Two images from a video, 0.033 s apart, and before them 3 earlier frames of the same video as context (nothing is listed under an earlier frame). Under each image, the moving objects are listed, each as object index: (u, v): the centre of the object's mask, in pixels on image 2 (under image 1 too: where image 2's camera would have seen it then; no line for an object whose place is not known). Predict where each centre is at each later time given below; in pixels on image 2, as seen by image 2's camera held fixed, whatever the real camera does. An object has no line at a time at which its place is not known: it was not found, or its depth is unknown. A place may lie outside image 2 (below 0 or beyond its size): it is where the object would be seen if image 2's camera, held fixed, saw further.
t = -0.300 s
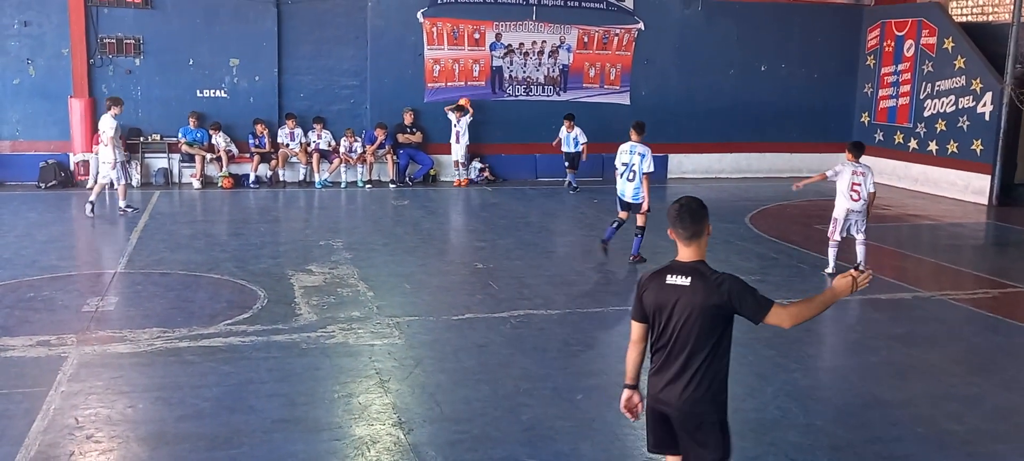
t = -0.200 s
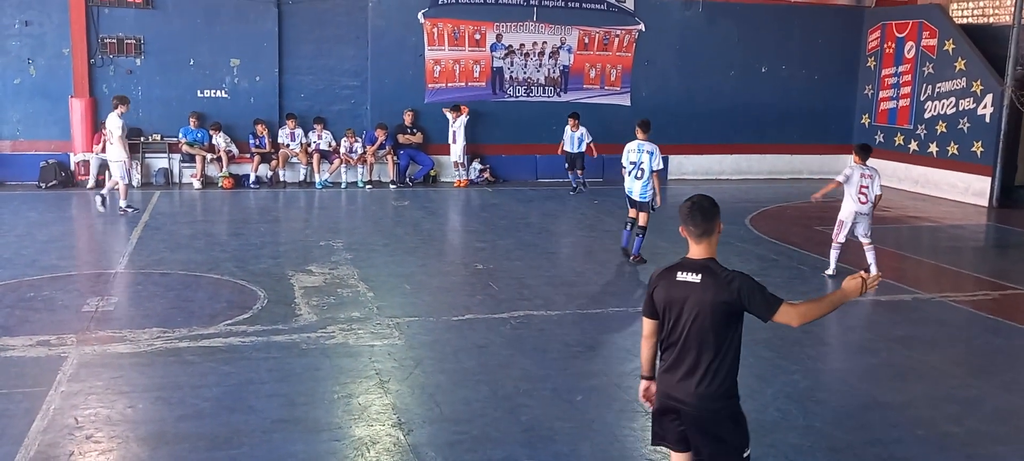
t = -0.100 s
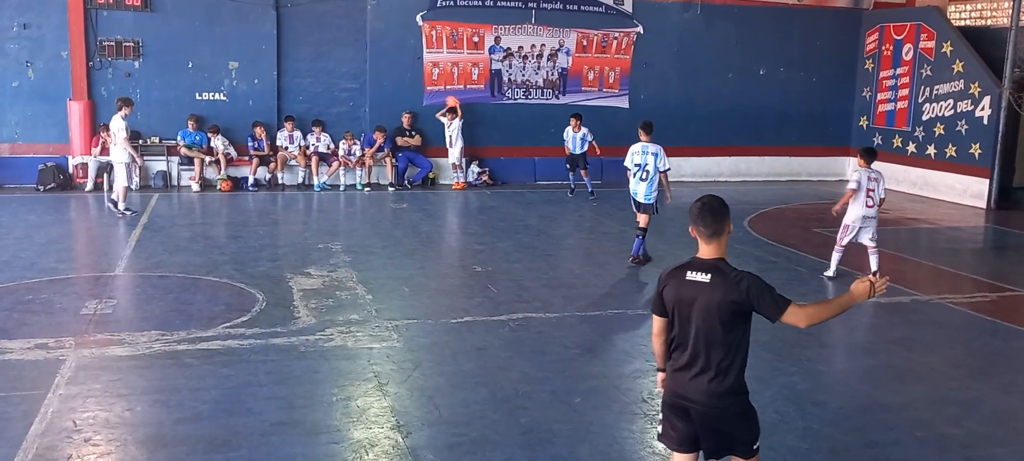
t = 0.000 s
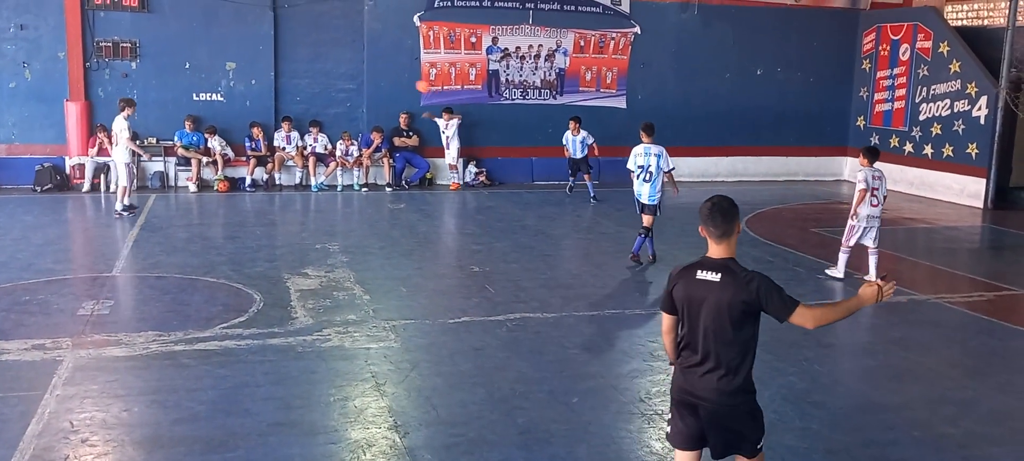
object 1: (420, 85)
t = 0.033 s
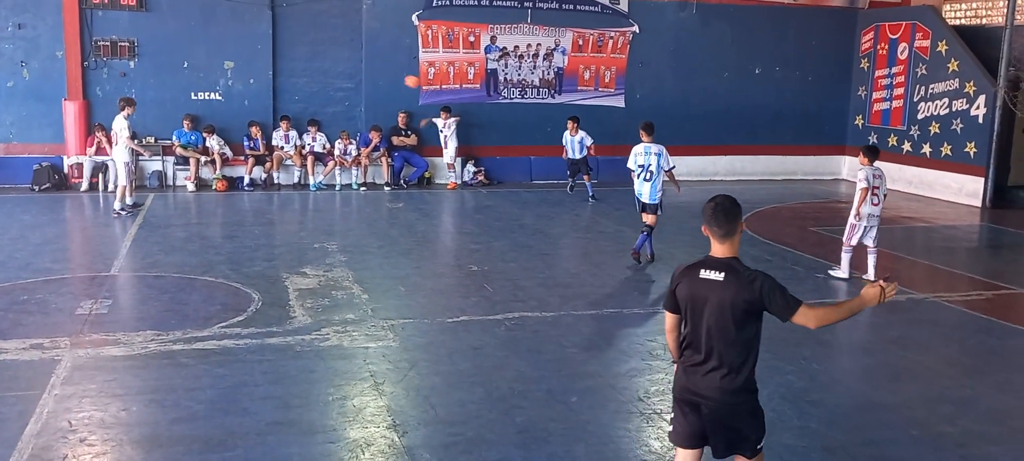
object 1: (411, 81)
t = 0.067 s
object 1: (402, 78)
